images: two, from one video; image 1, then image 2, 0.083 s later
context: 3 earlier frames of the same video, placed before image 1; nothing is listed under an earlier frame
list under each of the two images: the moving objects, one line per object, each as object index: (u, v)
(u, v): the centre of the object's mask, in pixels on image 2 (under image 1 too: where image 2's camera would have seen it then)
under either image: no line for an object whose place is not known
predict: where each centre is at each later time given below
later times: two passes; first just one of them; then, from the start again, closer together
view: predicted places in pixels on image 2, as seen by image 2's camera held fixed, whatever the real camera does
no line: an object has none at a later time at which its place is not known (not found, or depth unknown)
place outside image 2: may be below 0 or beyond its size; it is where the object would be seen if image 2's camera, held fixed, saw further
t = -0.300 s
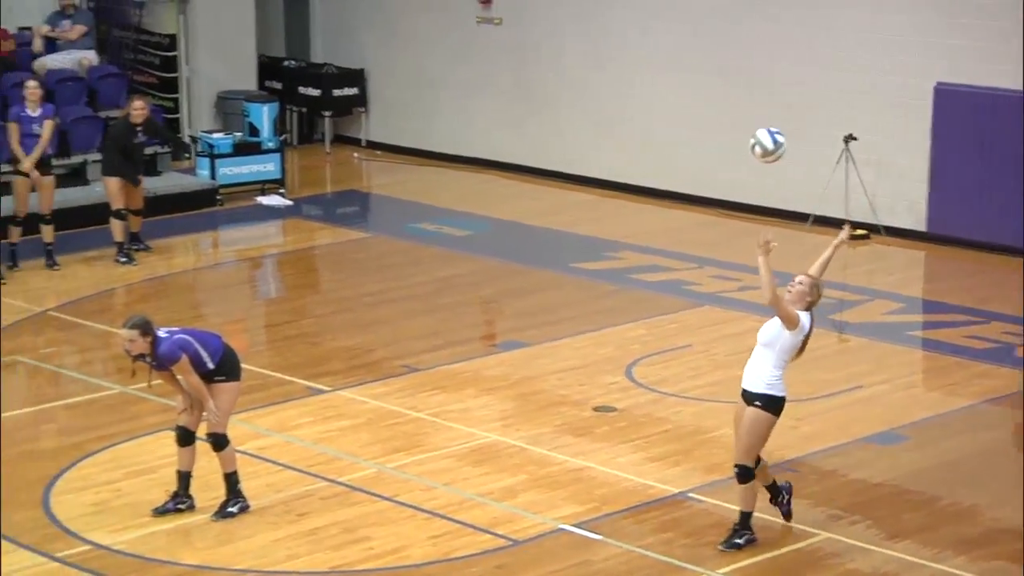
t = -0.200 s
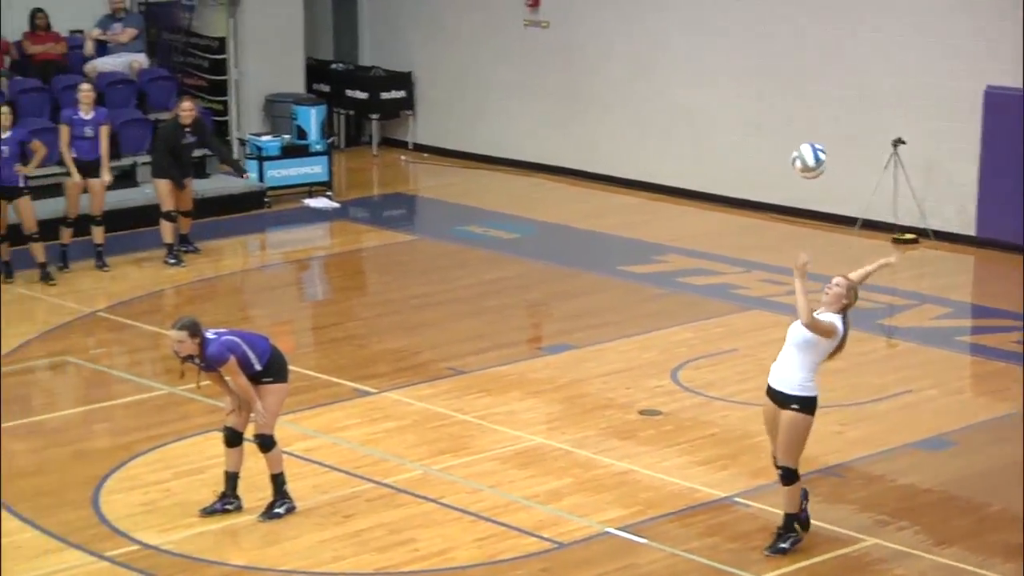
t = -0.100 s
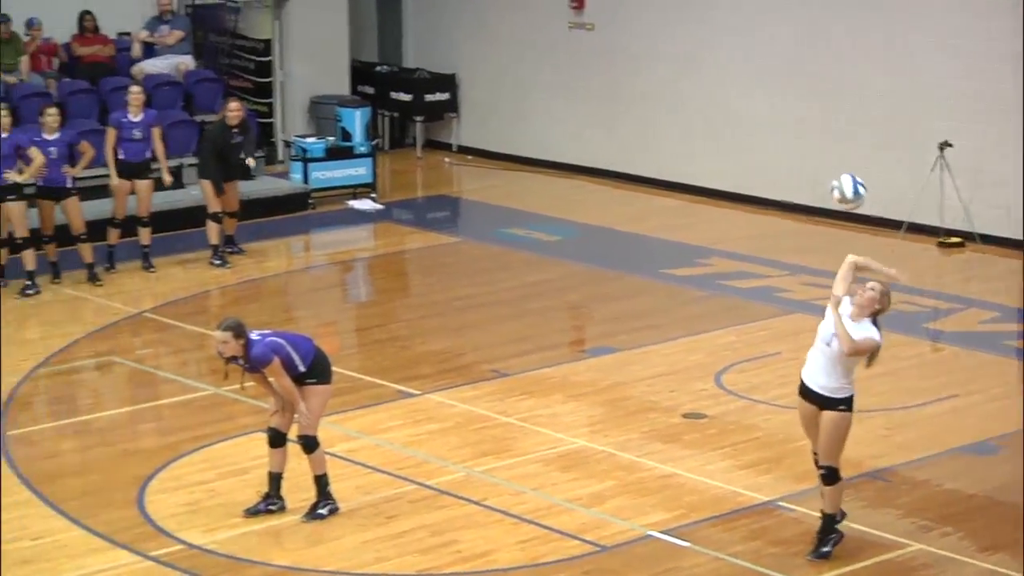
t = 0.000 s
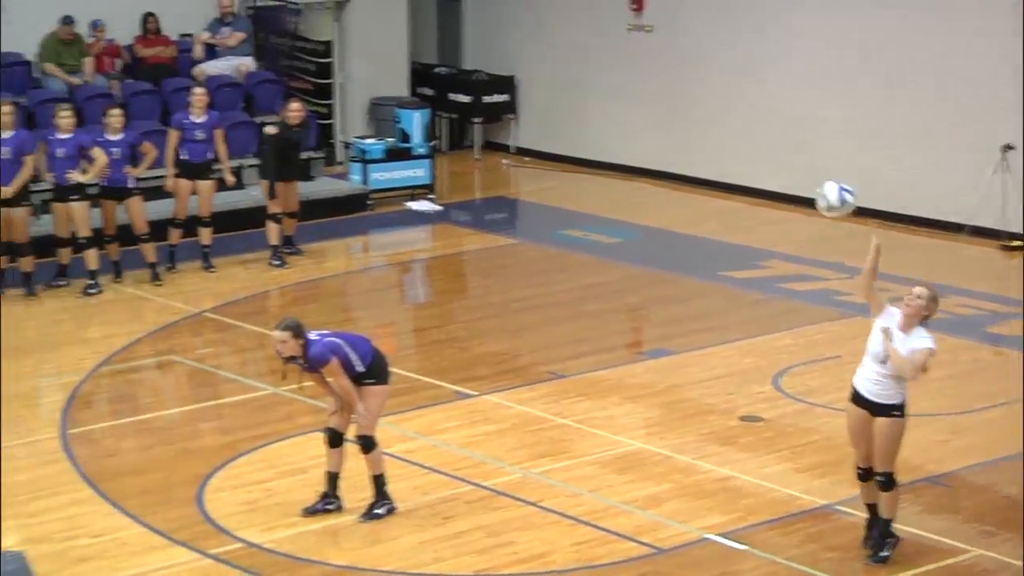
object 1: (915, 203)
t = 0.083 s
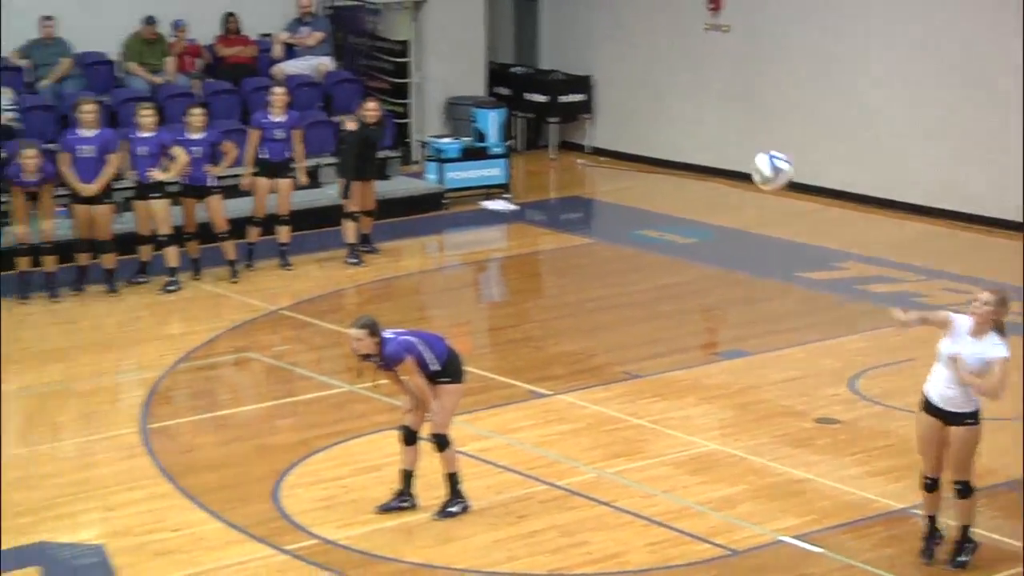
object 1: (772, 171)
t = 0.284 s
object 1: (382, 130)
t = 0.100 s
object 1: (742, 166)
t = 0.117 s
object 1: (712, 160)
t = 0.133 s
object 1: (682, 156)
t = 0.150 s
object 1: (651, 152)
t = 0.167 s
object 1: (620, 148)
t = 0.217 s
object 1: (523, 139)
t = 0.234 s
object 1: (489, 136)
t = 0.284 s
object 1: (382, 130)
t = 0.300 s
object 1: (345, 129)
